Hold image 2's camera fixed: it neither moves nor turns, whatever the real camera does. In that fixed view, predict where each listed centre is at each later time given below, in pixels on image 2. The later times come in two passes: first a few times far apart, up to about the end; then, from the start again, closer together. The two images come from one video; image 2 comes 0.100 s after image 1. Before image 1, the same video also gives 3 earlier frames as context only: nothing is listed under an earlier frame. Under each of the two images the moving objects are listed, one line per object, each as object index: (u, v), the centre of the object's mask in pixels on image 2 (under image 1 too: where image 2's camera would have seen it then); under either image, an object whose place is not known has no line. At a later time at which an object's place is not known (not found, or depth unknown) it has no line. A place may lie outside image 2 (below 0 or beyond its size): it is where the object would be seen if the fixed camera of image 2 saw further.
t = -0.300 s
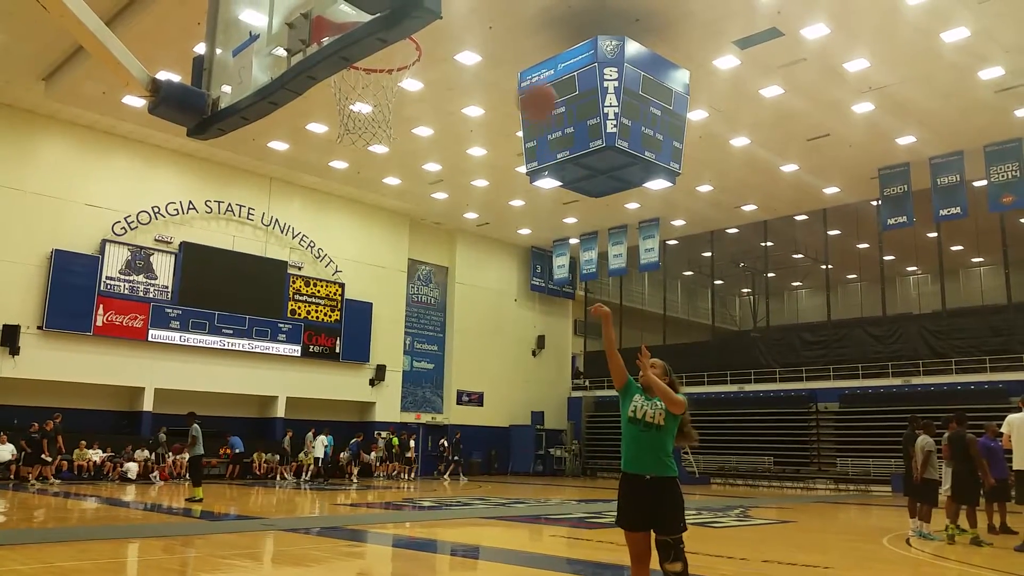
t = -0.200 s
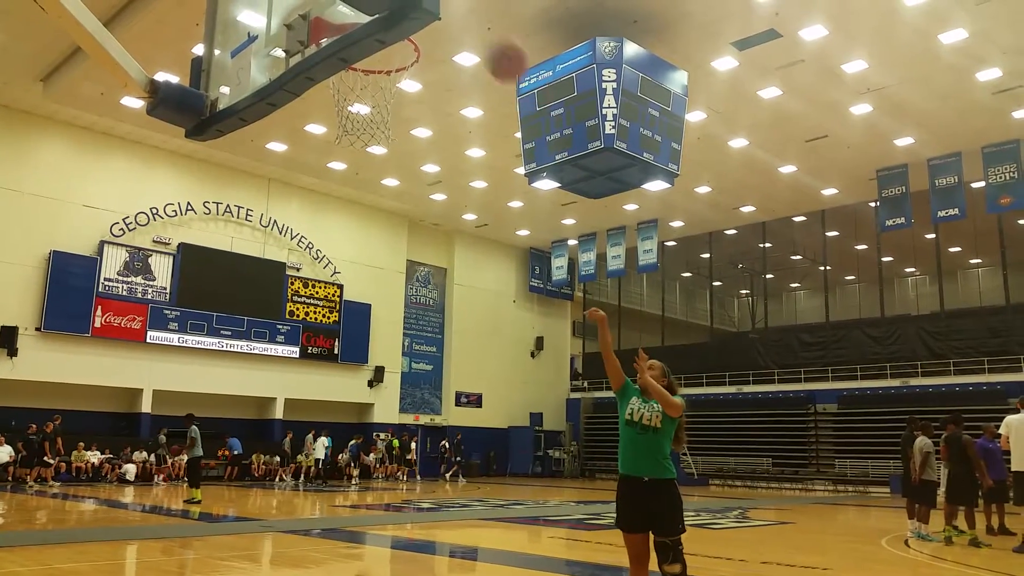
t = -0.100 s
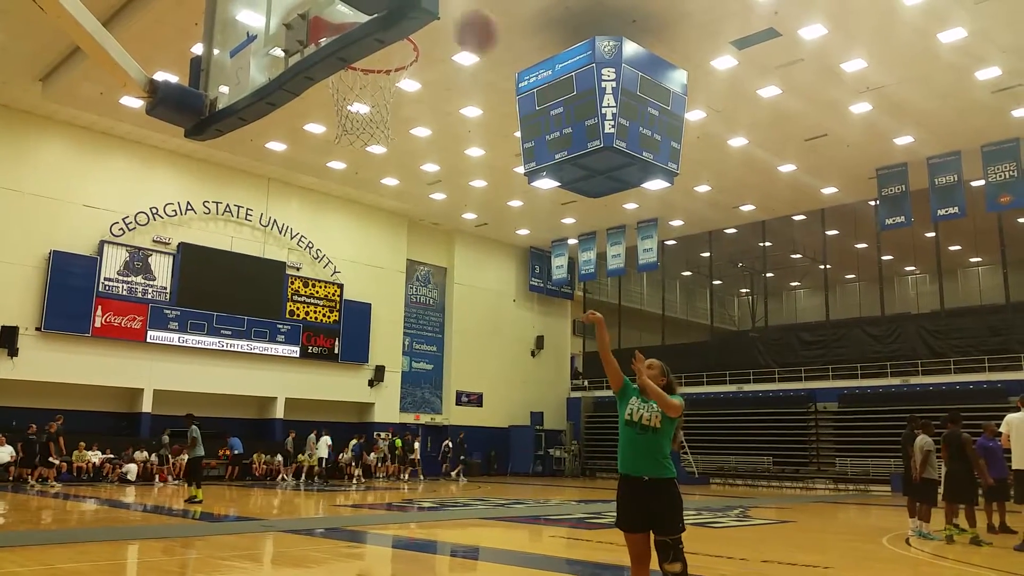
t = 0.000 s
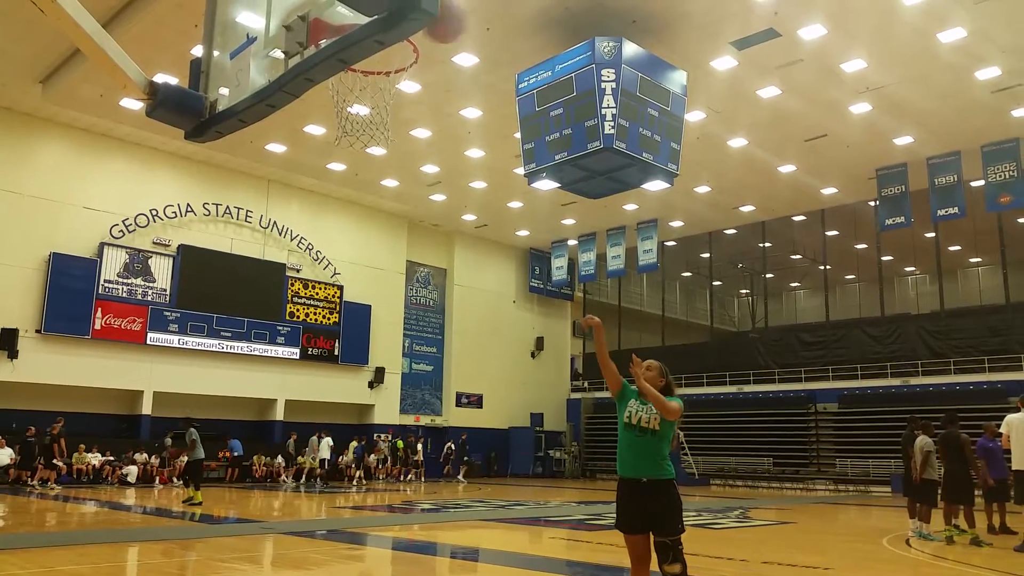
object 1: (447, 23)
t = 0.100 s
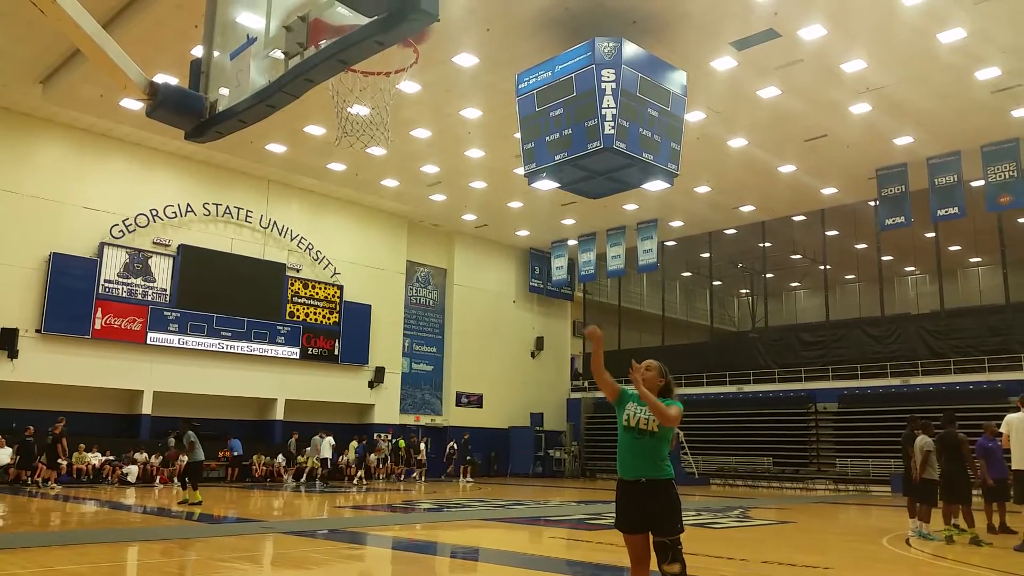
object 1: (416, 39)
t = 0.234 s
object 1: (360, 71)
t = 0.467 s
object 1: (321, 144)
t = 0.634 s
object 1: (313, 267)
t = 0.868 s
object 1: (287, 564)
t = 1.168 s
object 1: (346, 448)
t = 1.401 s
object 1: (400, 329)
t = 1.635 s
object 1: (446, 328)
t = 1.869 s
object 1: (491, 442)
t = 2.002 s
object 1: (509, 569)
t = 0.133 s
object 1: (401, 46)
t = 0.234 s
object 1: (360, 71)
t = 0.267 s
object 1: (342, 85)
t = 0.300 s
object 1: (335, 93)
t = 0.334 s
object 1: (330, 98)
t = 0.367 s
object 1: (327, 105)
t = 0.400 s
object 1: (324, 114)
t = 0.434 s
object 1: (323, 126)
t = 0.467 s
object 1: (321, 144)
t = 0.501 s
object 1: (320, 163)
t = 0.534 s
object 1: (318, 186)
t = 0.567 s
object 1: (316, 206)
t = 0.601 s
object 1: (314, 236)
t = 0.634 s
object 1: (313, 267)
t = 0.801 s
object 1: (293, 471)
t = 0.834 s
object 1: (288, 540)
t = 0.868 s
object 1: (287, 564)
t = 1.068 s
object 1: (314, 544)
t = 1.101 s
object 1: (325, 506)
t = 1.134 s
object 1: (334, 476)
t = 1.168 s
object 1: (346, 448)
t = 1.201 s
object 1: (353, 419)
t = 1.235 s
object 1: (361, 403)
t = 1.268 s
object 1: (370, 381)
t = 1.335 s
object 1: (386, 353)
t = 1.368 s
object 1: (393, 339)
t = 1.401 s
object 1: (400, 329)
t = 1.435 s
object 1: (407, 322)
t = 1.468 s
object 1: (414, 318)
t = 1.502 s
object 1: (420, 315)
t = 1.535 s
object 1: (427, 315)
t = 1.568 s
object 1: (433, 317)
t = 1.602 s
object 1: (440, 322)
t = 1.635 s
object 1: (446, 328)
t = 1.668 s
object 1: (453, 337)
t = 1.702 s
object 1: (459, 348)
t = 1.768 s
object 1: (471, 378)
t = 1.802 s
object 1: (478, 395)
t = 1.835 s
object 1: (483, 421)
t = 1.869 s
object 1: (491, 442)
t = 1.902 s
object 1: (495, 464)
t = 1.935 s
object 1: (498, 495)
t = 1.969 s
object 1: (504, 533)
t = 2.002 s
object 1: (509, 569)
